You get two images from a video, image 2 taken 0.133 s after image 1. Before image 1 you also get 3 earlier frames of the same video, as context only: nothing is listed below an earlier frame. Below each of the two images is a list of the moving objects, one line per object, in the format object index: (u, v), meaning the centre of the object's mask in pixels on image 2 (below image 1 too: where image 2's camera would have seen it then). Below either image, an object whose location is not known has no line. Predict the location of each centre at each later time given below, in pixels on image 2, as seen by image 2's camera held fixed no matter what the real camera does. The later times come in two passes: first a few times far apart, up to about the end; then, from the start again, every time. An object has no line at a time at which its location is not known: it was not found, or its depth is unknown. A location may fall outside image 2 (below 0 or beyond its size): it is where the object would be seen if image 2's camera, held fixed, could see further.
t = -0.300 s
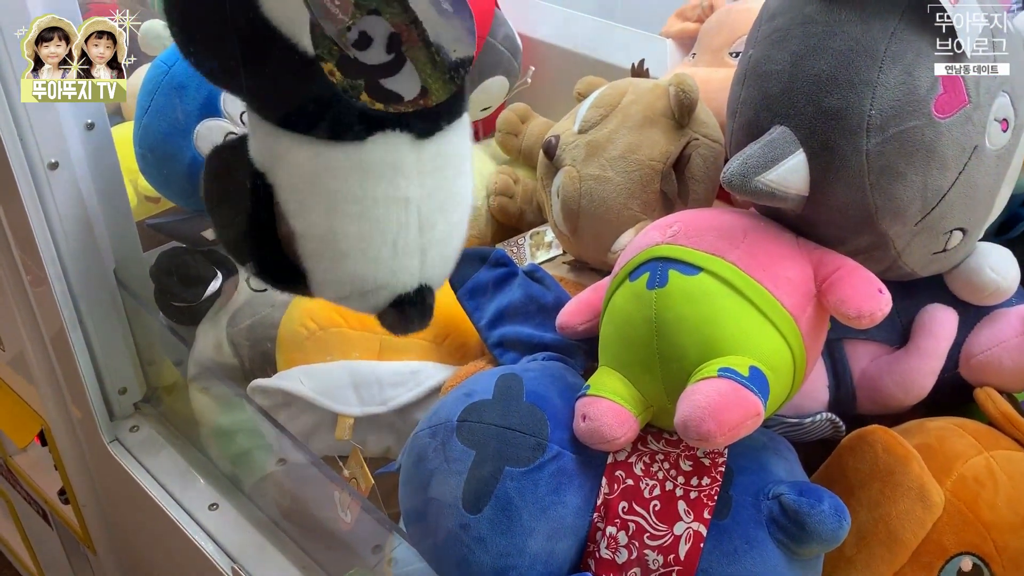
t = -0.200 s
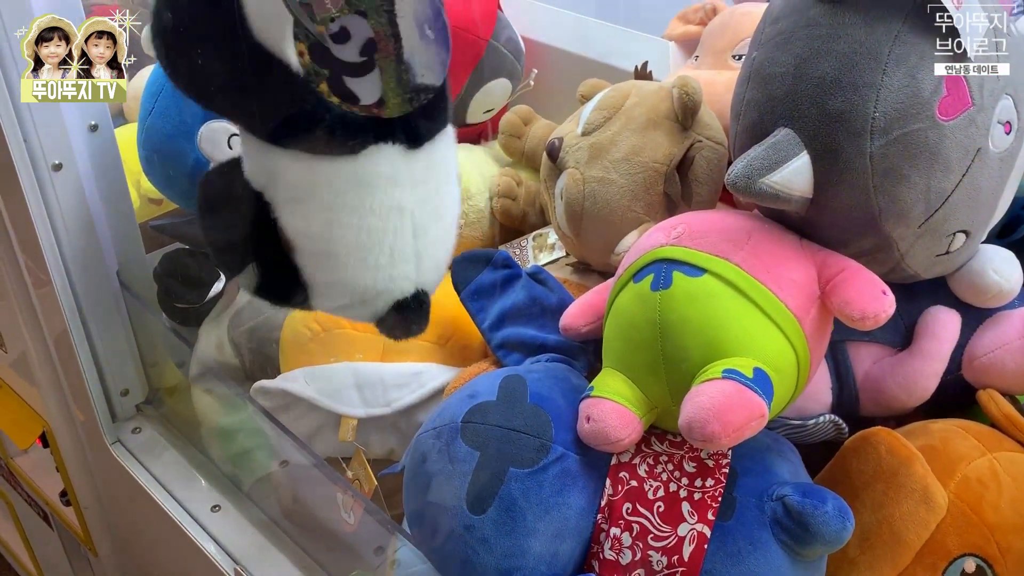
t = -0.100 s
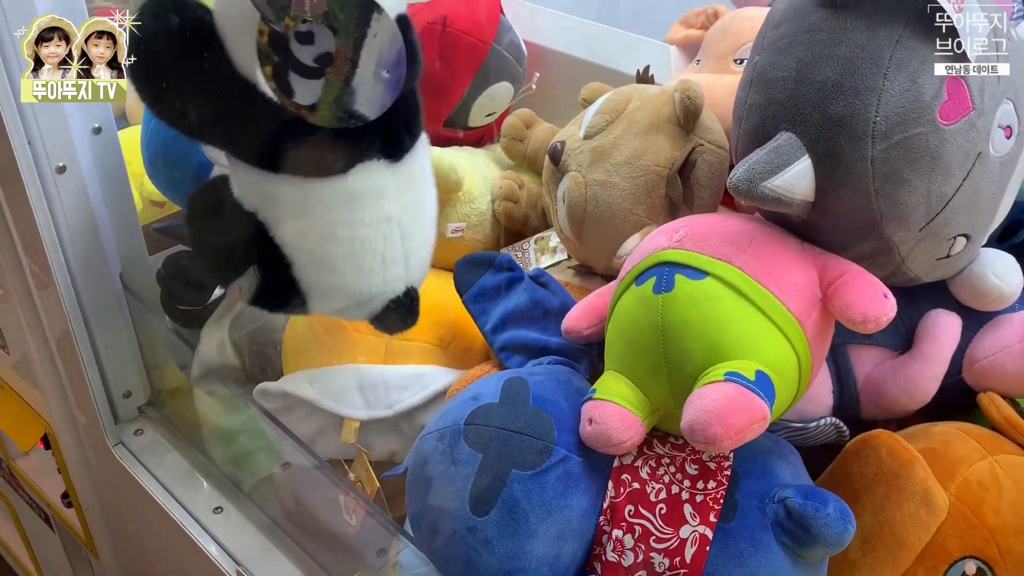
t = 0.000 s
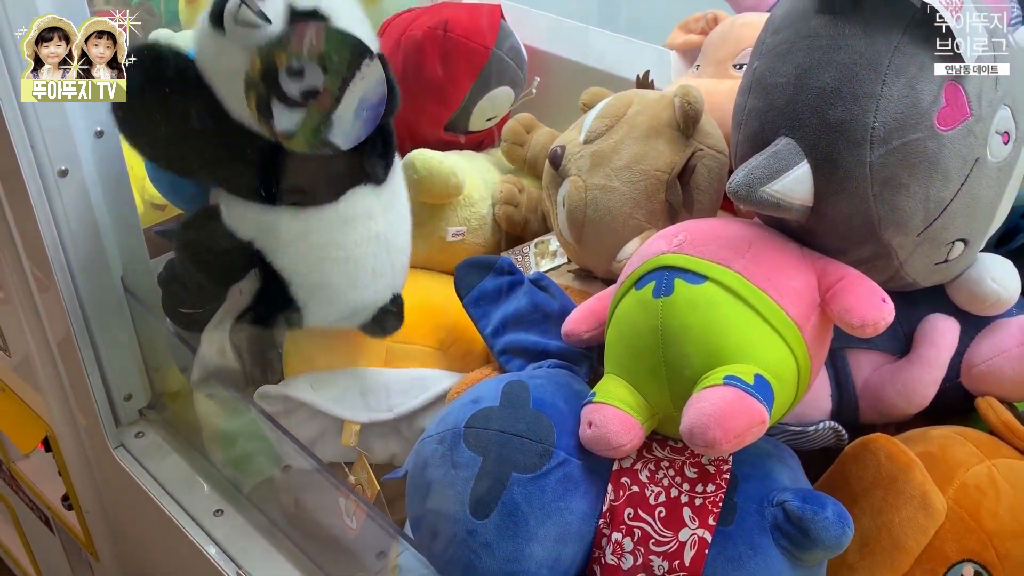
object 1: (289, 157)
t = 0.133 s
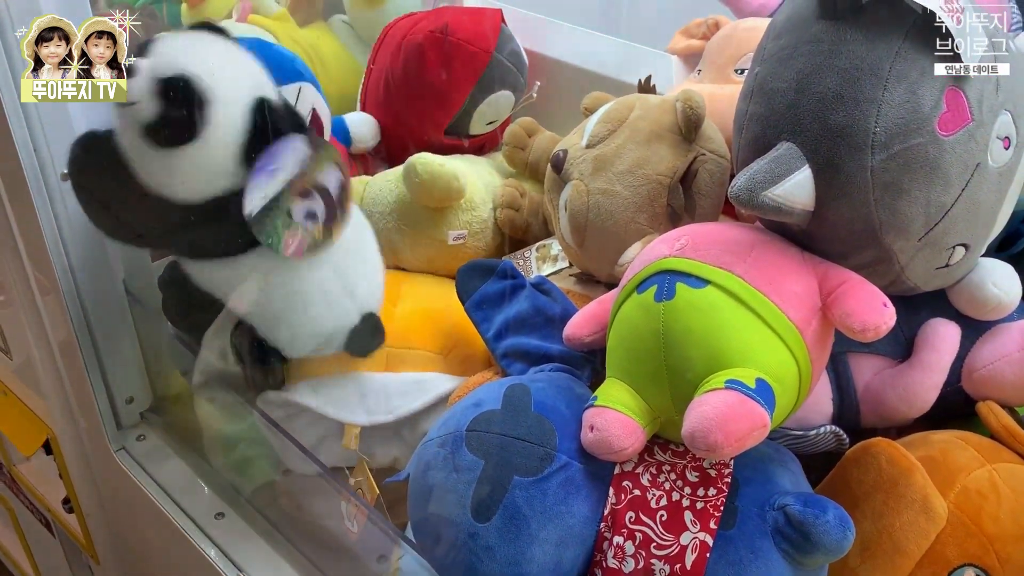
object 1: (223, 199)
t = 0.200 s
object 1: (229, 221)
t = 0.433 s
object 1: (232, 219)
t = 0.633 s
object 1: (232, 219)
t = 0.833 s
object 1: (231, 218)
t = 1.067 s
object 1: (231, 218)
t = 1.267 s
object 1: (232, 218)
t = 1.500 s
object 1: (232, 218)
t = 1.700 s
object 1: (232, 218)
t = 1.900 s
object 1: (232, 219)
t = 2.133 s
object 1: (231, 220)
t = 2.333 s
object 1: (230, 221)
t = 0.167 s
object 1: (220, 212)
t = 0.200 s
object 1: (229, 221)
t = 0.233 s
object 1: (234, 226)
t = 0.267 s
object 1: (230, 225)
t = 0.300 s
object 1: (232, 218)
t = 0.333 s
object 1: (232, 218)
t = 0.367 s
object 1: (232, 219)
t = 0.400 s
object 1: (232, 219)
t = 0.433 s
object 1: (232, 219)
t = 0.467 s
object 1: (232, 219)
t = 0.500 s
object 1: (232, 219)
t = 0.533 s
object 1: (232, 219)
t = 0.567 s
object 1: (232, 219)
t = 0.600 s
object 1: (232, 219)
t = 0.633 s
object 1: (232, 219)
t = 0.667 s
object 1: (231, 219)
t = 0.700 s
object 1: (232, 218)
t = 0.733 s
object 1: (231, 218)
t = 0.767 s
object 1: (231, 218)
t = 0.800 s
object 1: (231, 218)
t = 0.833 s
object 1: (231, 218)
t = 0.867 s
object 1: (231, 218)
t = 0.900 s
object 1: (231, 218)
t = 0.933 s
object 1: (231, 218)
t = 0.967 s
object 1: (231, 218)
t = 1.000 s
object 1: (231, 218)
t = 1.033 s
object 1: (231, 218)
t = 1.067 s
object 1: (231, 218)
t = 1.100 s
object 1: (231, 218)
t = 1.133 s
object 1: (231, 218)
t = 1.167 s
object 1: (231, 218)
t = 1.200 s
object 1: (231, 218)
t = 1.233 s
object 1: (232, 218)
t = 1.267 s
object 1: (232, 218)
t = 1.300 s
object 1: (232, 218)
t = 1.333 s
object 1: (232, 218)
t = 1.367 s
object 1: (232, 218)
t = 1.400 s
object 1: (232, 218)
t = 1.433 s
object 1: (232, 218)
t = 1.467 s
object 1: (232, 218)
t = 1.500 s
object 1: (232, 218)
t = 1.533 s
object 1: (232, 218)
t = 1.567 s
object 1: (232, 218)
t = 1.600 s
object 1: (232, 218)
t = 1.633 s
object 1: (232, 218)
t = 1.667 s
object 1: (232, 218)
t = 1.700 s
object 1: (232, 218)
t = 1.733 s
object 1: (232, 218)
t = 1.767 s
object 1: (232, 218)
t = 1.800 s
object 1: (232, 219)
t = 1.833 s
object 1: (232, 219)
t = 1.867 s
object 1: (232, 219)
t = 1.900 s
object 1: (232, 219)
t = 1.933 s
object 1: (232, 219)
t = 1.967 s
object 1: (232, 219)
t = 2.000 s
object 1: (232, 219)
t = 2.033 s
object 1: (232, 219)
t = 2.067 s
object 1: (232, 219)
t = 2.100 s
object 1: (231, 220)
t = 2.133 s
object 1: (231, 220)
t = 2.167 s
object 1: (231, 220)
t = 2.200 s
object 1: (231, 220)
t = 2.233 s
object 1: (231, 219)
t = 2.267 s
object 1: (231, 220)
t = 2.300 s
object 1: (230, 220)
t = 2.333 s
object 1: (230, 221)
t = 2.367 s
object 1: (230, 221)
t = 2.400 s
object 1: (229, 219)
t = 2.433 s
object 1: (229, 222)
